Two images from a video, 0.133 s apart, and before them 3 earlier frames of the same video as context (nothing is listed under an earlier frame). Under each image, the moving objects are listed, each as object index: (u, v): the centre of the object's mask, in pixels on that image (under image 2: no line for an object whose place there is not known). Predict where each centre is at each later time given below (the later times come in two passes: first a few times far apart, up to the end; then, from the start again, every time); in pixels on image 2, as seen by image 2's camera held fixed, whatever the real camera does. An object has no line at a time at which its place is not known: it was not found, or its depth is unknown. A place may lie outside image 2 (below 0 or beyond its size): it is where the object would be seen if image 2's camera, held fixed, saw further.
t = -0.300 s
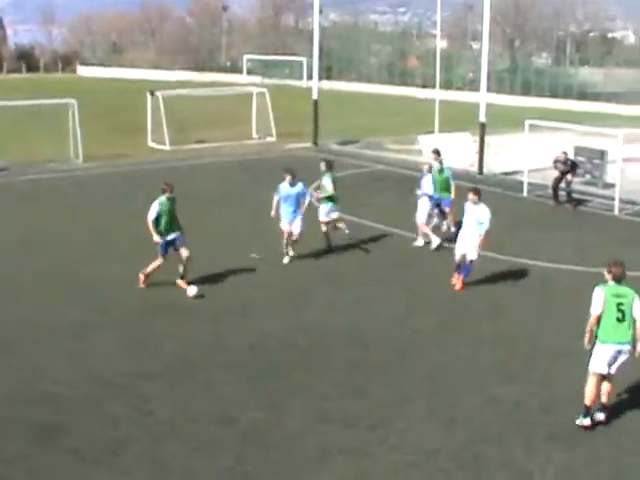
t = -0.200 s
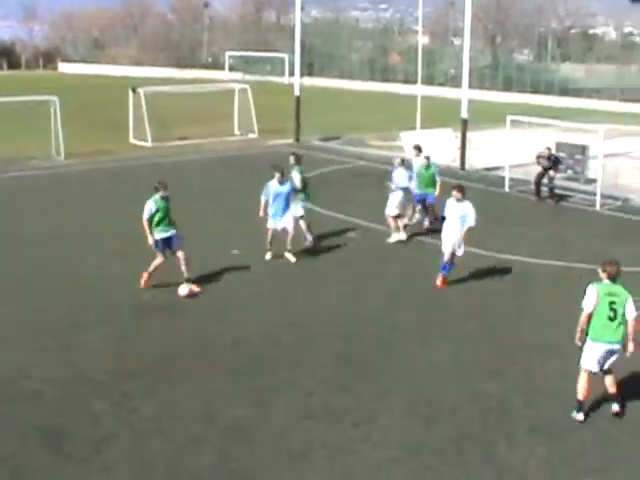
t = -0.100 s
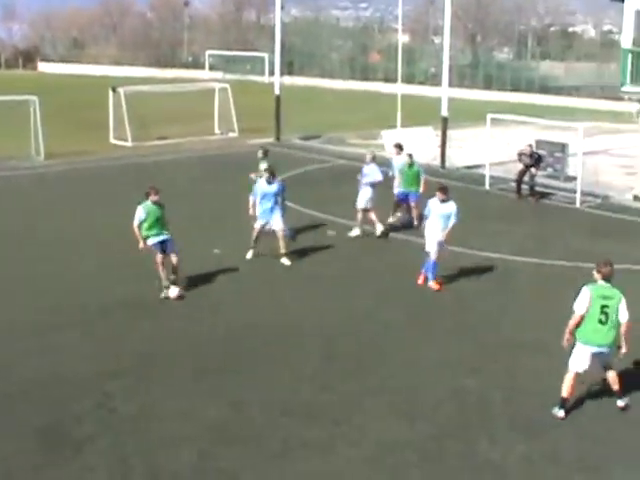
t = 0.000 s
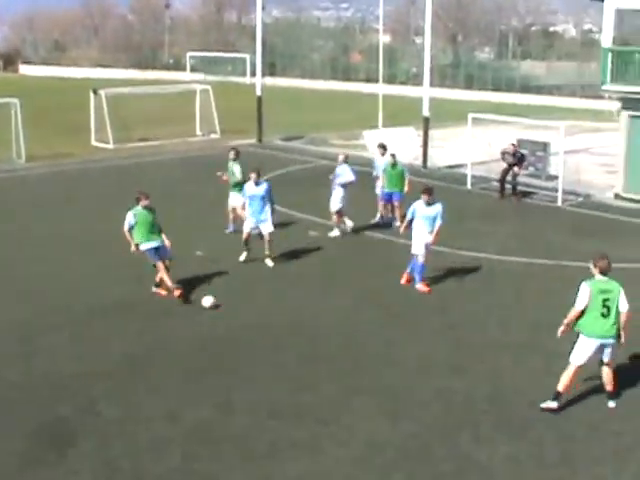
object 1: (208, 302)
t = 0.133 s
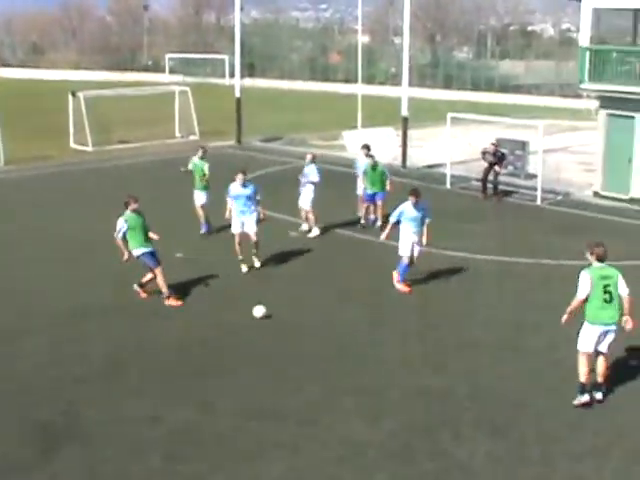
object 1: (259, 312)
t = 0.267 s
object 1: (327, 320)
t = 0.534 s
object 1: (451, 336)
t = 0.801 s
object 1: (564, 346)
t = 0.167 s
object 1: (276, 313)
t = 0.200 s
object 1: (293, 315)
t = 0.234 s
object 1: (310, 318)
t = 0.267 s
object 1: (327, 320)
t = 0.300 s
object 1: (343, 322)
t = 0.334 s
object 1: (358, 324)
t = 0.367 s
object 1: (375, 326)
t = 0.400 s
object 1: (390, 328)
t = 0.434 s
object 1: (406, 330)
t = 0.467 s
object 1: (421, 332)
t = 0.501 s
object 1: (436, 334)
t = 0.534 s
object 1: (451, 336)
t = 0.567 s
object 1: (465, 337)
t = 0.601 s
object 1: (479, 339)
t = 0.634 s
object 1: (493, 340)
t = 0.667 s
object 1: (508, 342)
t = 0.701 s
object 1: (521, 343)
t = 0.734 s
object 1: (536, 344)
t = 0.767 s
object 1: (550, 345)
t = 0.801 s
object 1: (564, 346)
